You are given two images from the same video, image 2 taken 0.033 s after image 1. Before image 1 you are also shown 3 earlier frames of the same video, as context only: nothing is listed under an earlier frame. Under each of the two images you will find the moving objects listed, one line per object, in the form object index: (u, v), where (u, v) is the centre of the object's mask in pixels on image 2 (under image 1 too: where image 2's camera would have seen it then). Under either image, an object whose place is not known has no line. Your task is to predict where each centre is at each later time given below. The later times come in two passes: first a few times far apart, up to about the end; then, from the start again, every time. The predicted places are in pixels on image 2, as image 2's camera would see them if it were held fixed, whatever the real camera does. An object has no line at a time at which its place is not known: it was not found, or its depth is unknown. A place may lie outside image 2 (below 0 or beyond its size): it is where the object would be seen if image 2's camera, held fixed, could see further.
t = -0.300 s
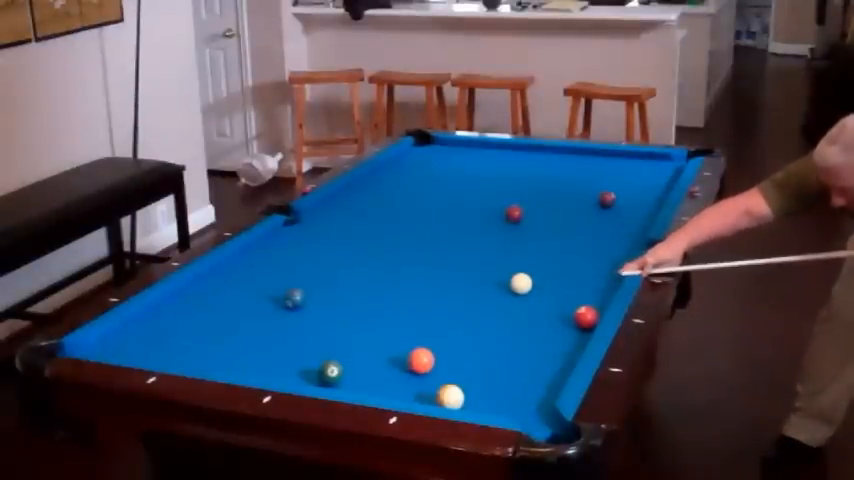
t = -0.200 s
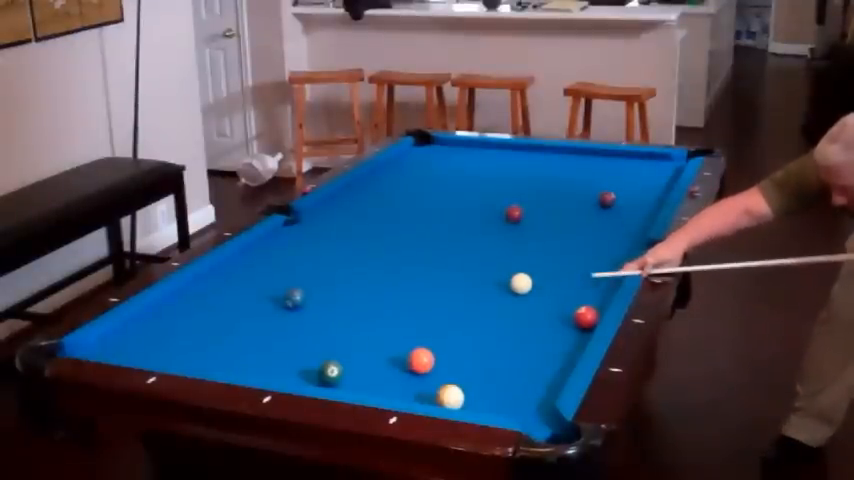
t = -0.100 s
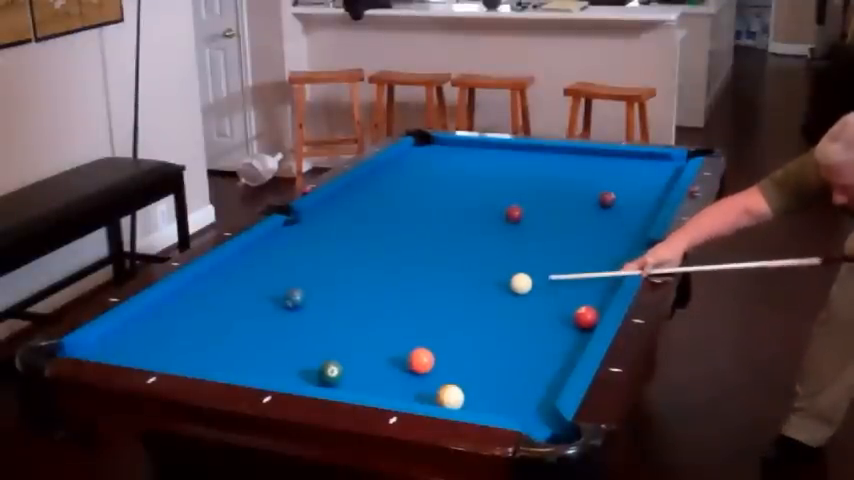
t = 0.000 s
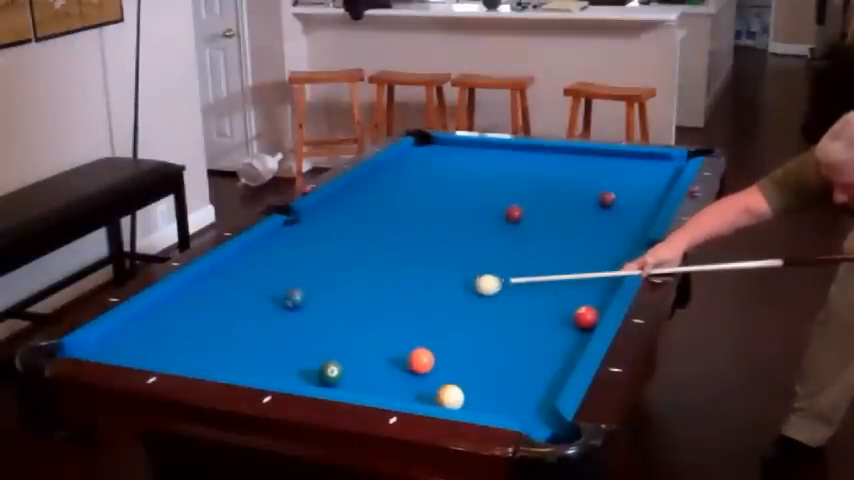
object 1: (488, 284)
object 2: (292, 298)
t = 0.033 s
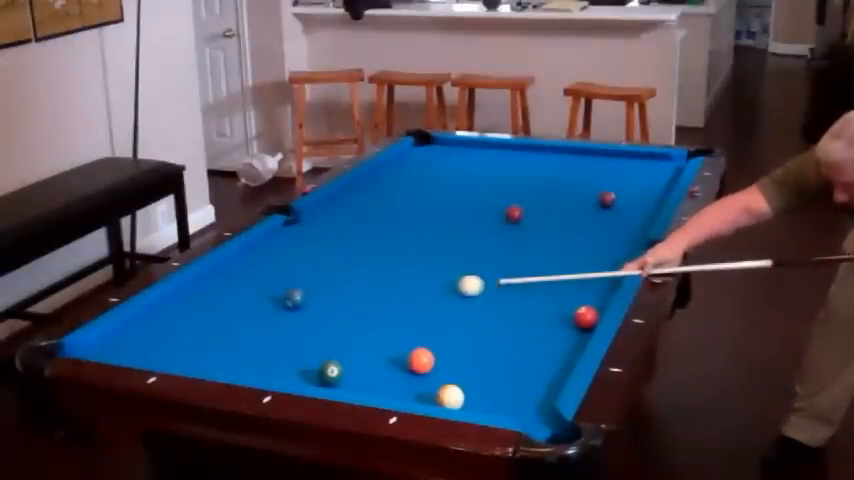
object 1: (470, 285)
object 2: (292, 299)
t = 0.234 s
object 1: (368, 291)
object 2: (292, 298)
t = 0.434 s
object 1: (298, 287)
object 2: (261, 308)
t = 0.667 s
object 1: (249, 277)
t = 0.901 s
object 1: (220, 269)
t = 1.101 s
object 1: (251, 269)
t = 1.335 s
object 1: (285, 269)
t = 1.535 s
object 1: (313, 269)
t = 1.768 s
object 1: (345, 269)
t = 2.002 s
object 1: (375, 269)
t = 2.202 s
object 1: (399, 269)
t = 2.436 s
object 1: (426, 269)
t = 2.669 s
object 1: (452, 270)
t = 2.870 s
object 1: (473, 270)
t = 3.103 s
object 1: (497, 270)
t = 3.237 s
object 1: (509, 270)
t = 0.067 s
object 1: (454, 286)
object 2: (292, 298)
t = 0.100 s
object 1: (436, 287)
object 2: (292, 298)
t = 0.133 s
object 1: (420, 288)
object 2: (292, 298)
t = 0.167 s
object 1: (402, 289)
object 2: (292, 298)
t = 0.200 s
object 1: (386, 289)
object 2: (292, 299)
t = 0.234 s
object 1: (368, 291)
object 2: (292, 298)
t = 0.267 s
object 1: (351, 291)
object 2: (292, 299)
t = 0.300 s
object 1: (334, 292)
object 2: (292, 298)
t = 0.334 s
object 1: (318, 292)
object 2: (292, 299)
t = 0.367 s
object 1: (310, 291)
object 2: (282, 301)
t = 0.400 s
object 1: (304, 289)
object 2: (271, 304)
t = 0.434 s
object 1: (298, 287)
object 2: (261, 308)
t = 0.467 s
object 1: (291, 285)
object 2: (249, 310)
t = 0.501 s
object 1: (284, 284)
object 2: (240, 312)
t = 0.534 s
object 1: (277, 283)
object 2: (231, 315)
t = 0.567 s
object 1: (270, 281)
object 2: (224, 317)
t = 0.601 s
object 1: (263, 280)
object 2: (213, 319)
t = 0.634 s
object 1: (256, 278)
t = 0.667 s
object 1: (249, 277)
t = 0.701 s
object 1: (243, 275)
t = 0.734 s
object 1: (236, 274)
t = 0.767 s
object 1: (230, 273)
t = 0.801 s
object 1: (223, 271)
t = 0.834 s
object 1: (217, 270)
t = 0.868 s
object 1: (214, 269)
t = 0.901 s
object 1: (220, 269)
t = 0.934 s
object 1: (225, 269)
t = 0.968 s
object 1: (230, 269)
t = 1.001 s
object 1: (236, 269)
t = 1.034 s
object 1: (241, 269)
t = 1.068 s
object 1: (246, 269)
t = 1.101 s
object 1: (251, 269)
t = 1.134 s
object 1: (256, 269)
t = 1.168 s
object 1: (261, 269)
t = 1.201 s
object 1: (266, 269)
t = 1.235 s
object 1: (271, 269)
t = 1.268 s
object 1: (275, 269)
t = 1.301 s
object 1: (280, 269)
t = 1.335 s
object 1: (285, 269)
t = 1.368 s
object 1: (290, 269)
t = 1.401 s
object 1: (295, 269)
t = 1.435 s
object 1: (299, 269)
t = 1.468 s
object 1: (304, 269)
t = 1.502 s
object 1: (309, 269)
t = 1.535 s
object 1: (313, 269)
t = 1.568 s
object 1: (318, 269)
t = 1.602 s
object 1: (322, 269)
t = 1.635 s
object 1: (327, 269)
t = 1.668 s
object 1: (331, 269)
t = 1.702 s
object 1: (336, 269)
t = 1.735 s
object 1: (341, 269)
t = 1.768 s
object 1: (345, 269)
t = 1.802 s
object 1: (349, 269)
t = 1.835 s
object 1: (353, 269)
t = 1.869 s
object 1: (358, 269)
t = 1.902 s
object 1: (362, 269)
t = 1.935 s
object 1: (366, 269)
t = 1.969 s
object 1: (370, 269)
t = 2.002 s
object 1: (375, 269)
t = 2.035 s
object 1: (379, 269)
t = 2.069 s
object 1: (383, 269)
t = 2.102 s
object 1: (387, 269)
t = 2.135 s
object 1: (391, 269)
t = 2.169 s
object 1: (395, 269)
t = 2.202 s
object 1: (399, 269)
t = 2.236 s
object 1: (403, 269)
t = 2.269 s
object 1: (407, 269)
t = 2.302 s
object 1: (411, 269)
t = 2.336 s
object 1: (415, 269)
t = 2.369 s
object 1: (419, 269)
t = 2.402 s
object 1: (422, 269)
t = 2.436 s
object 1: (426, 269)
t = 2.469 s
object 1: (430, 269)
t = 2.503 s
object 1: (434, 269)
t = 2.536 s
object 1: (438, 269)
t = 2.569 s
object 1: (441, 269)
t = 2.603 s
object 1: (445, 269)
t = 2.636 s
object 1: (448, 269)
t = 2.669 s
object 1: (452, 270)
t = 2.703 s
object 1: (456, 270)
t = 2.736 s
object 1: (459, 270)
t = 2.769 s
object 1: (463, 270)
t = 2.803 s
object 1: (466, 269)
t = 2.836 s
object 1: (470, 270)
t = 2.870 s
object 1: (473, 270)
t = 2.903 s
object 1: (477, 270)
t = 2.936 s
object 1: (480, 270)
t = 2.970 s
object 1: (484, 270)
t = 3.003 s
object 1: (487, 270)
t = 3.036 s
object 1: (490, 270)
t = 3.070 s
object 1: (494, 269)
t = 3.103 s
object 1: (497, 270)
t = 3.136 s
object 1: (500, 270)
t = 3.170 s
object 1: (503, 269)
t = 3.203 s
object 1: (506, 270)
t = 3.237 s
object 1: (509, 270)
